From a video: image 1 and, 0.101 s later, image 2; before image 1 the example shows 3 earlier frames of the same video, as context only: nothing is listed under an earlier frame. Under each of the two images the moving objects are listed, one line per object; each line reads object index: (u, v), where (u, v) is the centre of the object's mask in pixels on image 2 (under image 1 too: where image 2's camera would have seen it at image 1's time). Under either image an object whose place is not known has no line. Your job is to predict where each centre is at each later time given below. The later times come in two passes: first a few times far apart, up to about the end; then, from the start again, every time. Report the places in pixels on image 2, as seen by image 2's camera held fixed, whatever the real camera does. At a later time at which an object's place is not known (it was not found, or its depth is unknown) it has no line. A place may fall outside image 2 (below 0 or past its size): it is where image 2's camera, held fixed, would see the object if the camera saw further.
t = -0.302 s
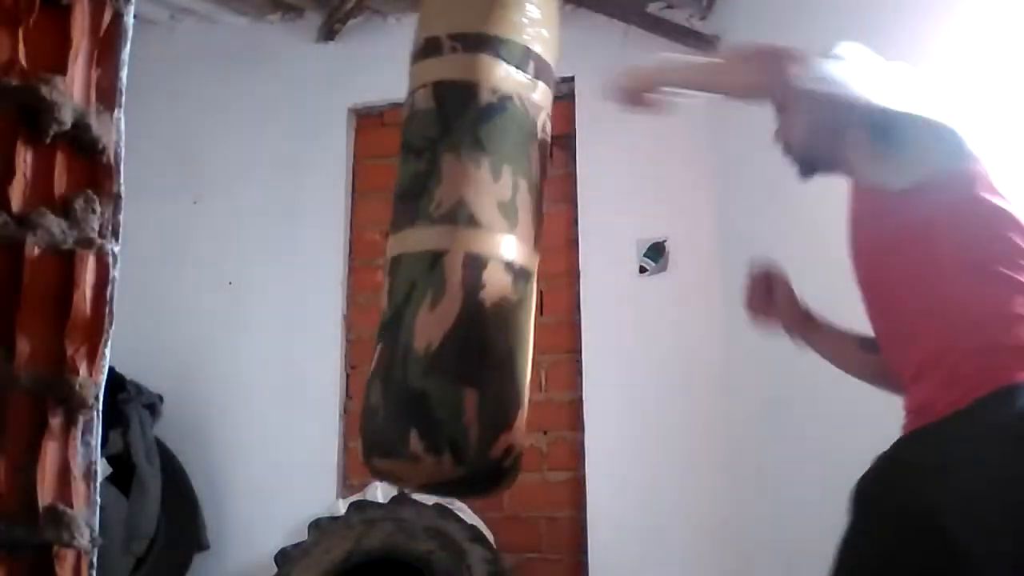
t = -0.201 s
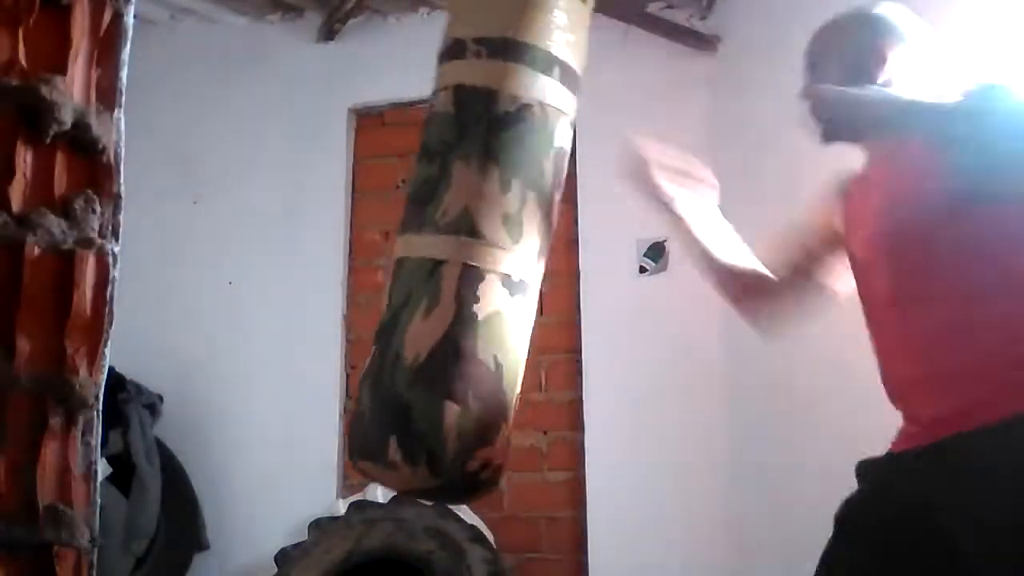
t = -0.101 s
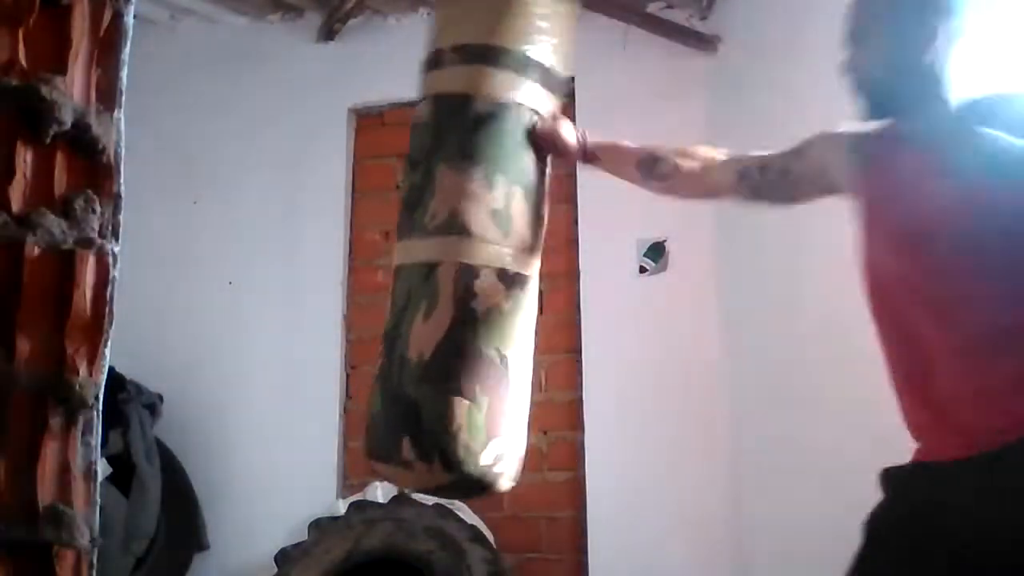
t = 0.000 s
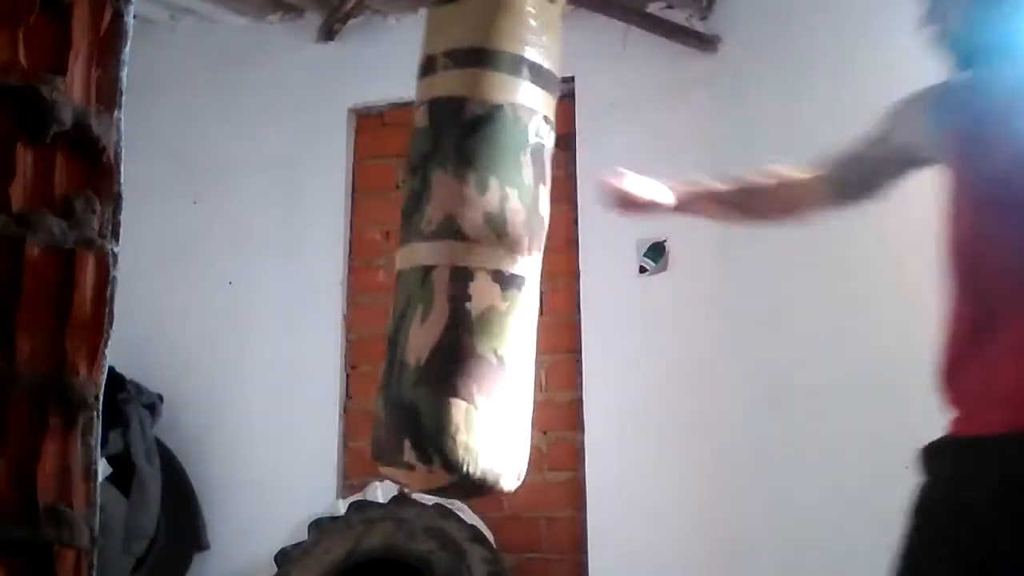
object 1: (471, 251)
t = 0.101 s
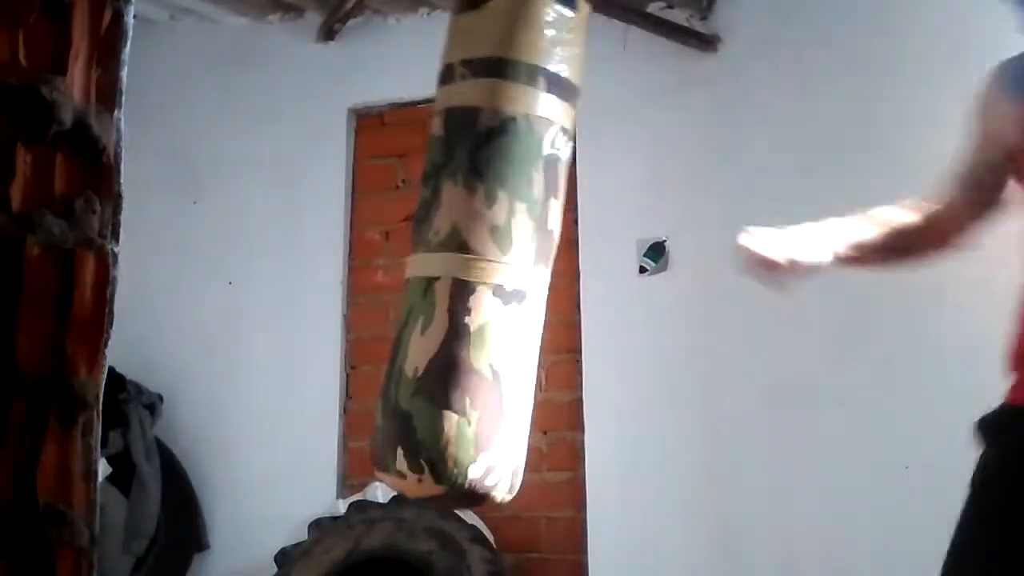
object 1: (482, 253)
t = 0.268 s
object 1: (505, 255)
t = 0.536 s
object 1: (565, 258)
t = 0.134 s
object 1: (487, 252)
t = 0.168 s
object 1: (491, 252)
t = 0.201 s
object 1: (495, 252)
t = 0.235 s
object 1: (500, 253)
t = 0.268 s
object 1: (505, 255)
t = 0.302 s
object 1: (511, 256)
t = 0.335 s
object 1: (518, 255)
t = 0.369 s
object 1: (526, 256)
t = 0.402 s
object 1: (534, 257)
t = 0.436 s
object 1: (542, 258)
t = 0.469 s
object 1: (549, 258)
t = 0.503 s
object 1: (557, 258)
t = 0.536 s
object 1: (565, 258)
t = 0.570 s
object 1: (573, 258)
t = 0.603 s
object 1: (582, 258)
